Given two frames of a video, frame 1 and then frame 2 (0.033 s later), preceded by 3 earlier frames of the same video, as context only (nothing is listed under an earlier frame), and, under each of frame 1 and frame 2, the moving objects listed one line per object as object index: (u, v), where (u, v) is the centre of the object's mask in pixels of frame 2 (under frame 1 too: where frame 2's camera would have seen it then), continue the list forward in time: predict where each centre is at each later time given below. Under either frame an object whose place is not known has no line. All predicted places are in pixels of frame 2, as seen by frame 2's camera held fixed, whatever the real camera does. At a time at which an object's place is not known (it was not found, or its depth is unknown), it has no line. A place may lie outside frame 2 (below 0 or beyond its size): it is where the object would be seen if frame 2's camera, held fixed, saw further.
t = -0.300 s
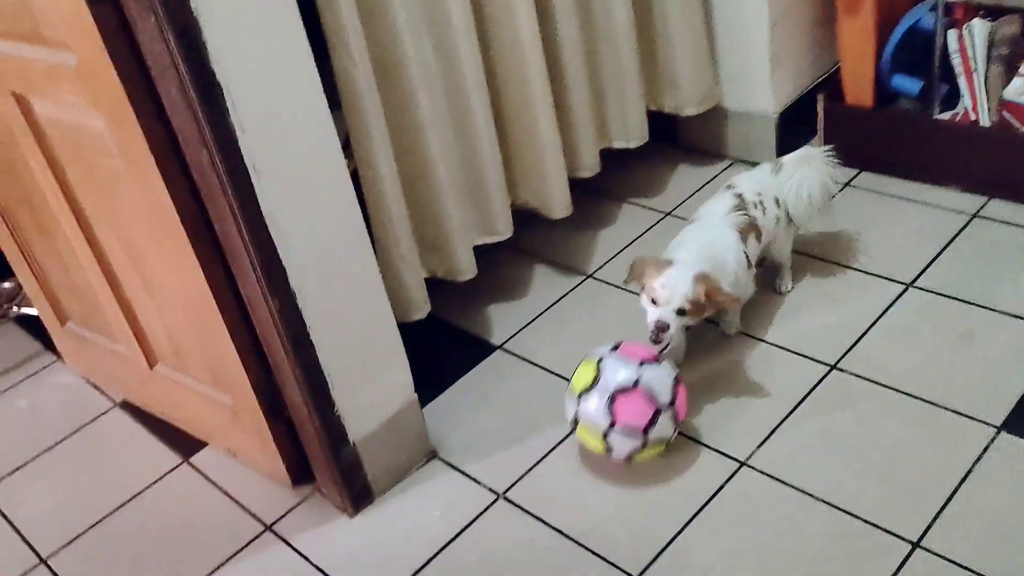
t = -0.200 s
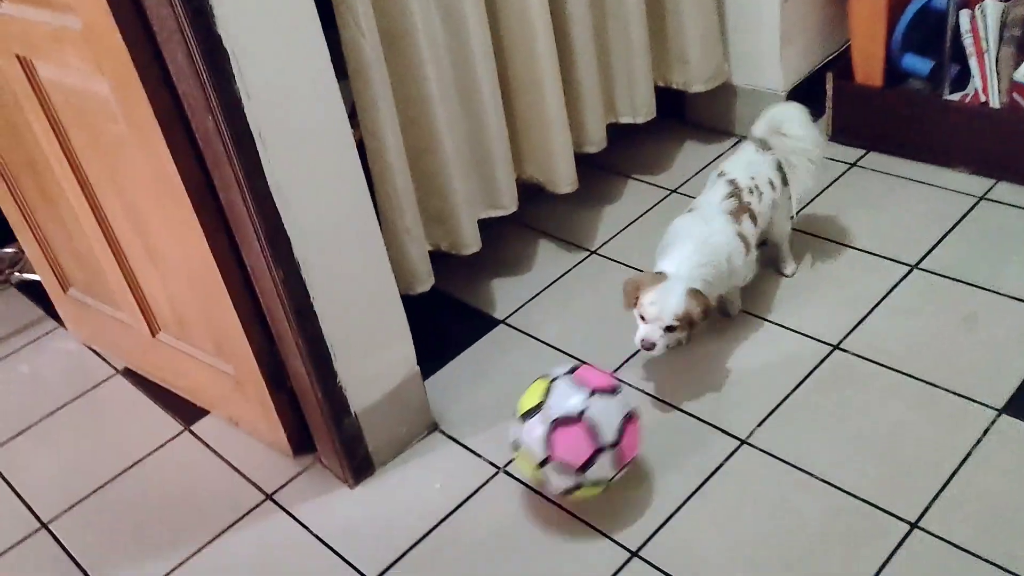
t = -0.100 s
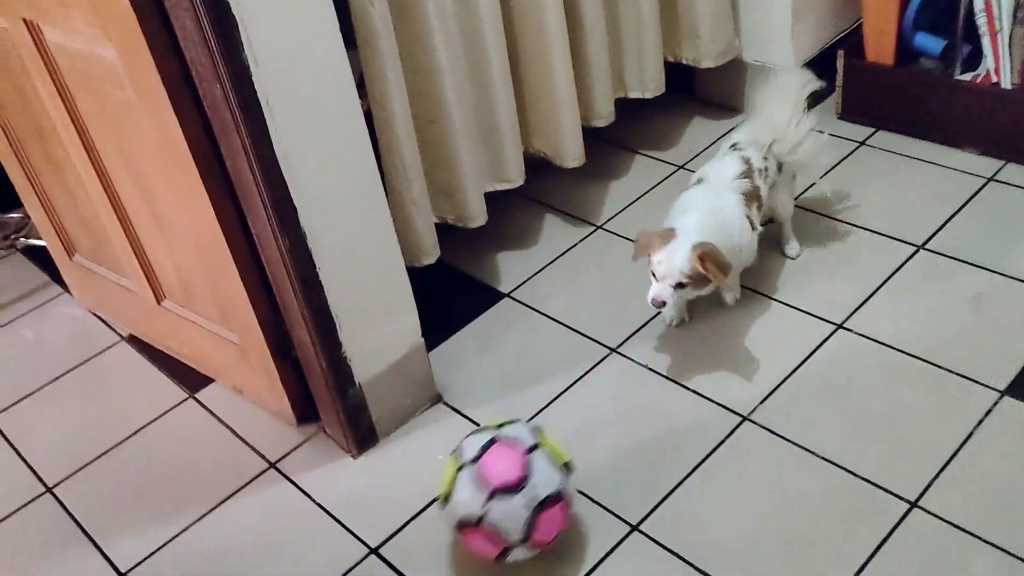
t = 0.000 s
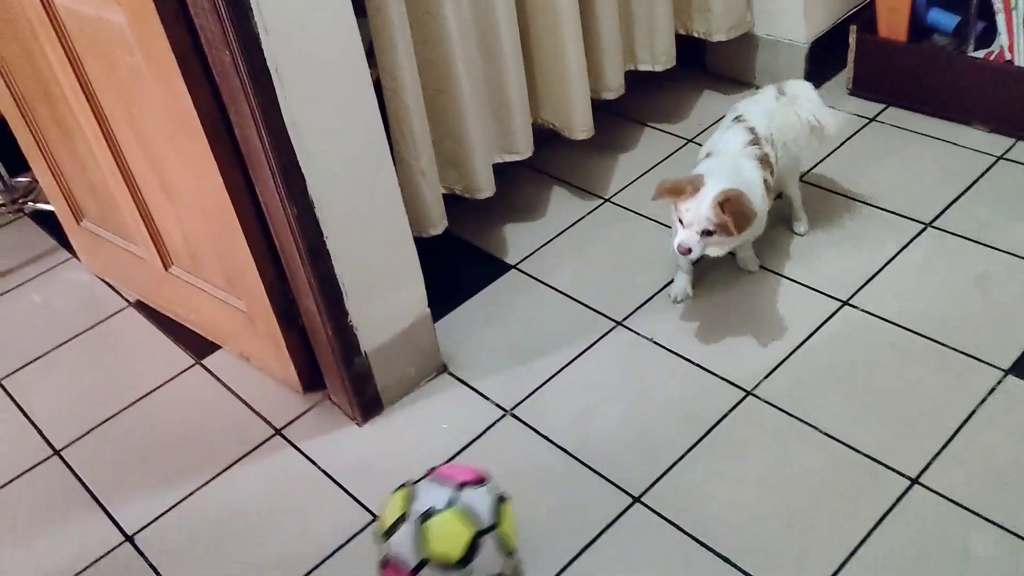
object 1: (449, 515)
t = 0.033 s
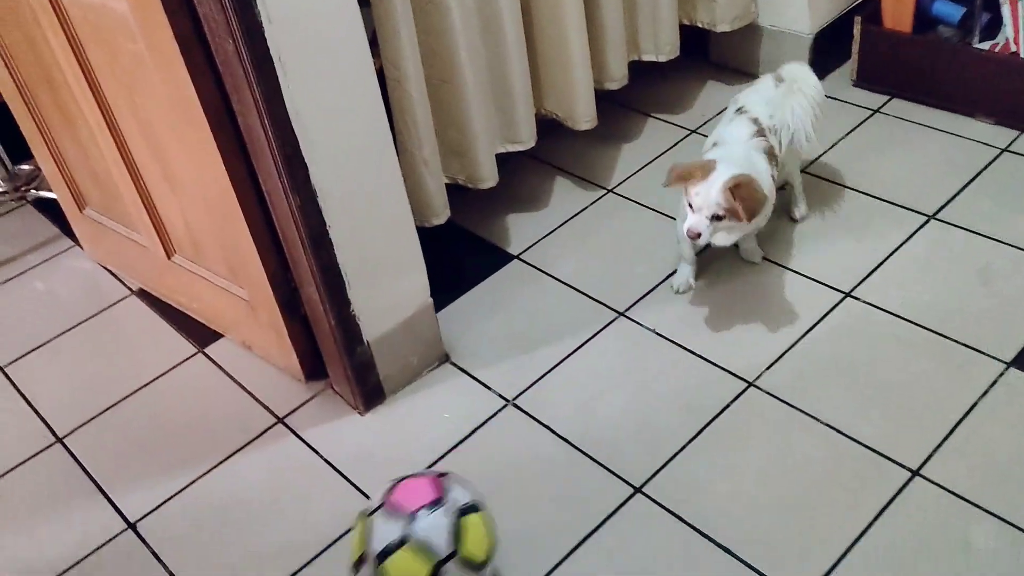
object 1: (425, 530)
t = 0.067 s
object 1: (401, 546)
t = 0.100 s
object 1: (377, 568)
